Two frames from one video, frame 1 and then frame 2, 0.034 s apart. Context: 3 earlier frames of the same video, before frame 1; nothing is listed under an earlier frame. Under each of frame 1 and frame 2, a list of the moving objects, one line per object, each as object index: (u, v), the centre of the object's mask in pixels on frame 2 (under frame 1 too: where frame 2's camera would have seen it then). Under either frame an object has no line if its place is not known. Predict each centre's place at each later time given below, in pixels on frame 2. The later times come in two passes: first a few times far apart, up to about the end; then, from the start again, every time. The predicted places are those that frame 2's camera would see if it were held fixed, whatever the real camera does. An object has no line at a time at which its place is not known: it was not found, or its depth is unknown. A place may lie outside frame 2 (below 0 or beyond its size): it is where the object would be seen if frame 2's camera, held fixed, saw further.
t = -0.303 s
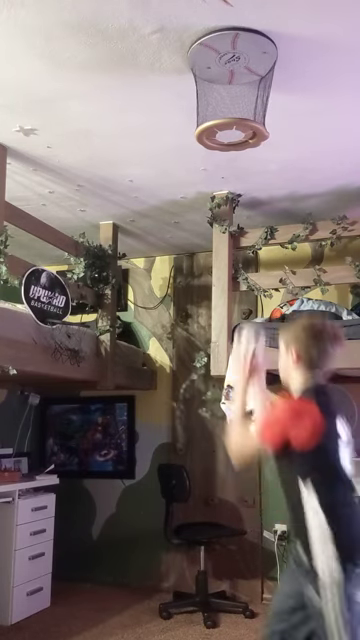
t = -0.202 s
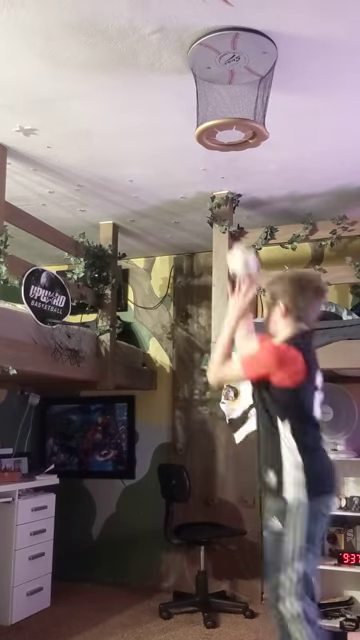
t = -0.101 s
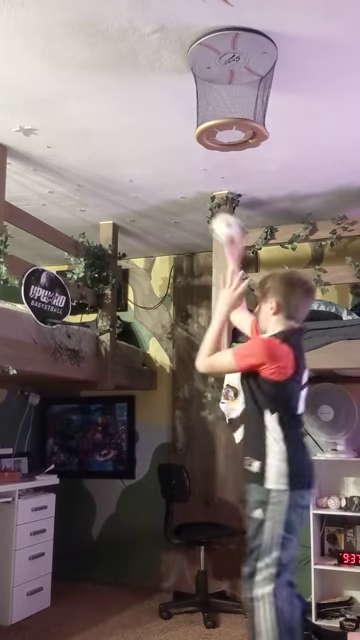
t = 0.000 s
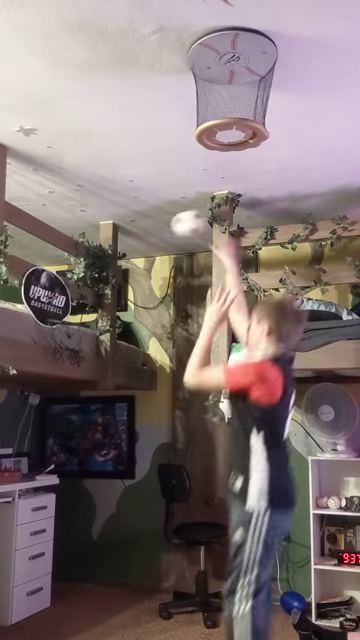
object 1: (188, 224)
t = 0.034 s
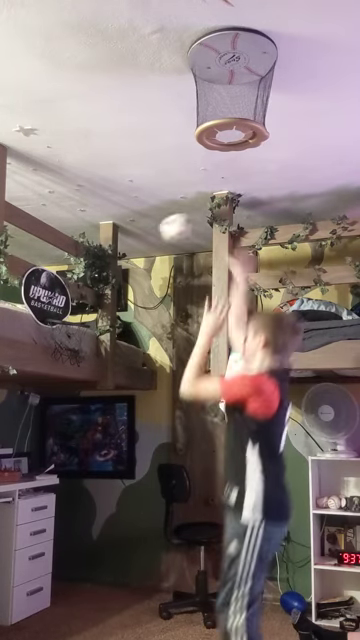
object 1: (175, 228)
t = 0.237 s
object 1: (109, 290)
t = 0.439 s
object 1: (93, 365)
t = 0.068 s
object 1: (163, 234)
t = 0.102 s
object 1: (152, 241)
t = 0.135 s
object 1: (141, 250)
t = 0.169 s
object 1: (129, 262)
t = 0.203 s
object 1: (119, 275)
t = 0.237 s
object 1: (109, 290)
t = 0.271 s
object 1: (99, 303)
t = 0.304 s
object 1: (91, 321)
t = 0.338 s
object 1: (87, 337)
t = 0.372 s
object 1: (87, 348)
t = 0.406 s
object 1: (90, 355)
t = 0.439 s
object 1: (93, 365)
